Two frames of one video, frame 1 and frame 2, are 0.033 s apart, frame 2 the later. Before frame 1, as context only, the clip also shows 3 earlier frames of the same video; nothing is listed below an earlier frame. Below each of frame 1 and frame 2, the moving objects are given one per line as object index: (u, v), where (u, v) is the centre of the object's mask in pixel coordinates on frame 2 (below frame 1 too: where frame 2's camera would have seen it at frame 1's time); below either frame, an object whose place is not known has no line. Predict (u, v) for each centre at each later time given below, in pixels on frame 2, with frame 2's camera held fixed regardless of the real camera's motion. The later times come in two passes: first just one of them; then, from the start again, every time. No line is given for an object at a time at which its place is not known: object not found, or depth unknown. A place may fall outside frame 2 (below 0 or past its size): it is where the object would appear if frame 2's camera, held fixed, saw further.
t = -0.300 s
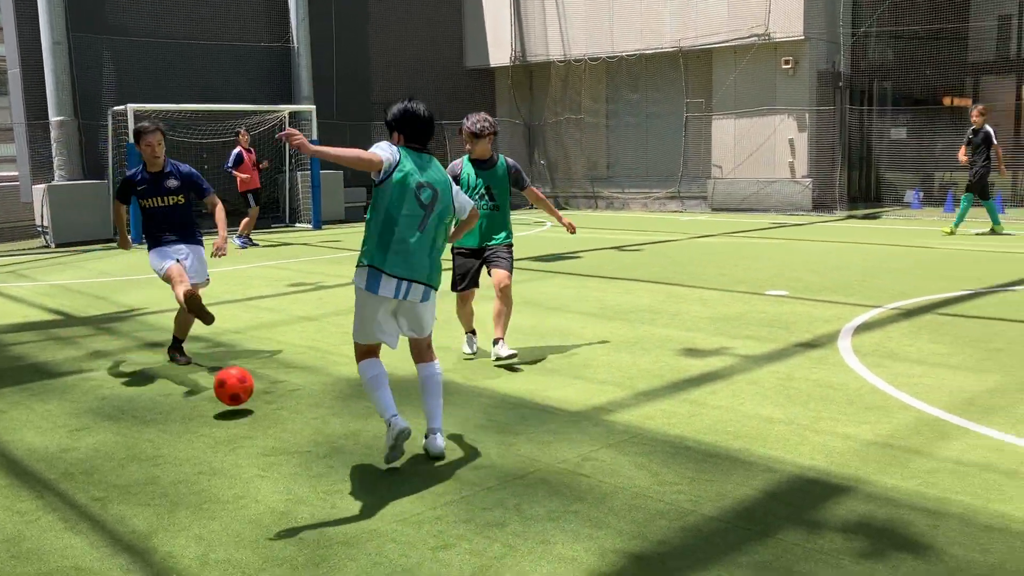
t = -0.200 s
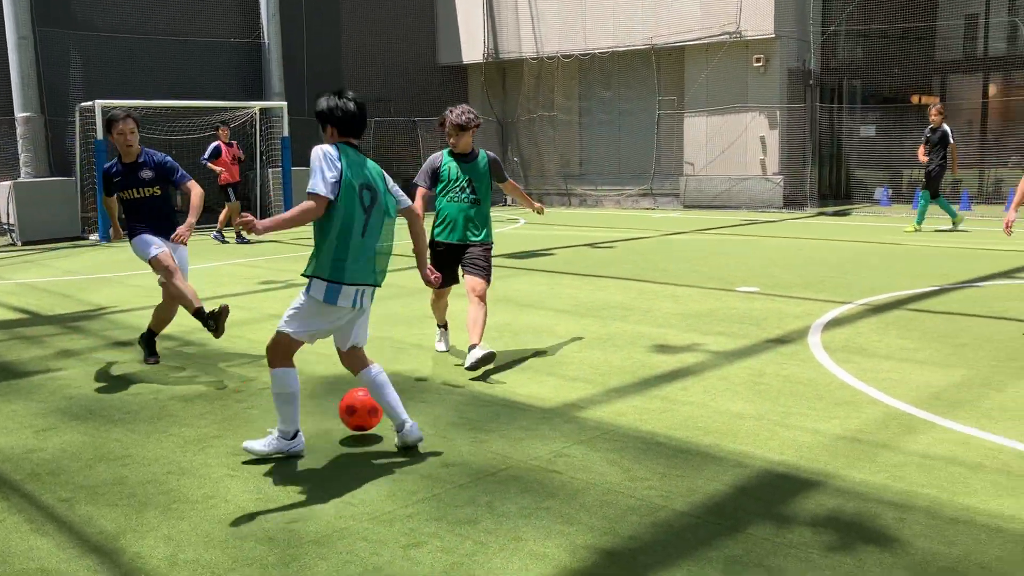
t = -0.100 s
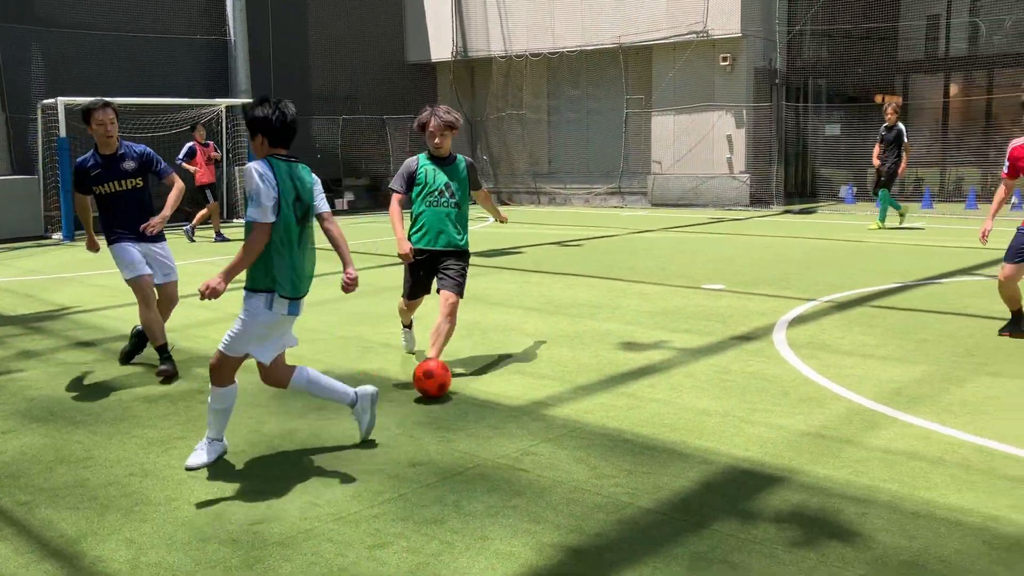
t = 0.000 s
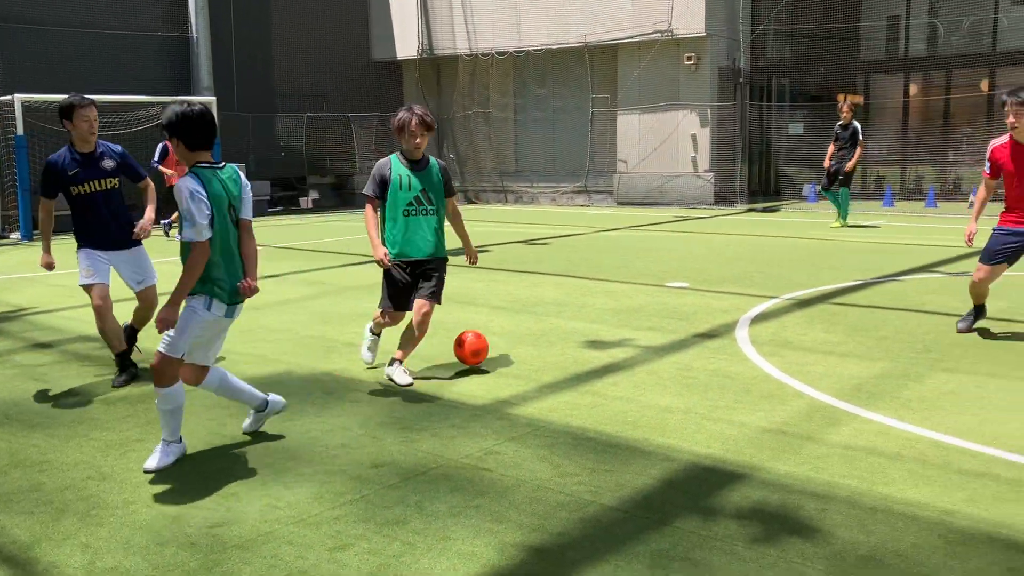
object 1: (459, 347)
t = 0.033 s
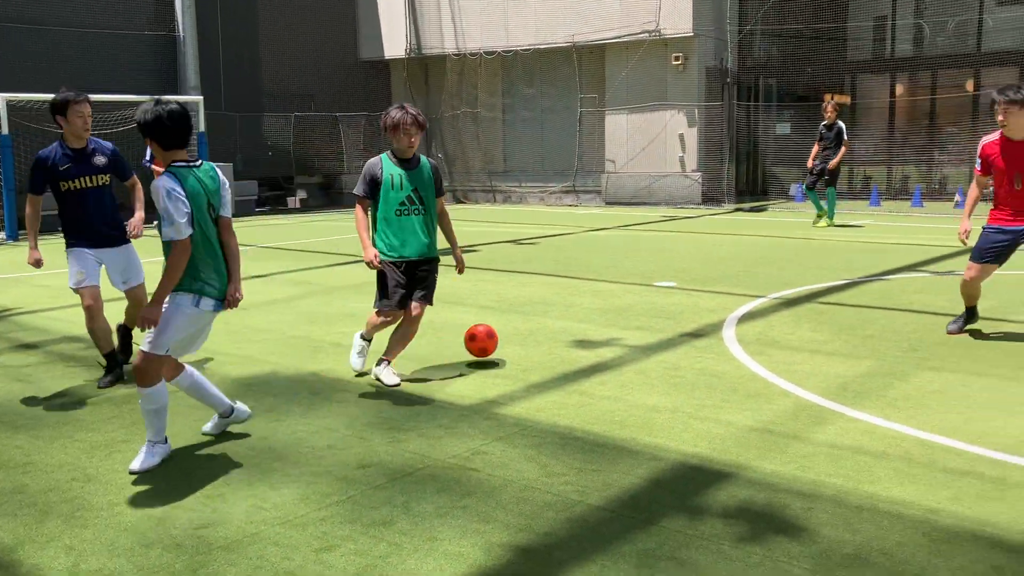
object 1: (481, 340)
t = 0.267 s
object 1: (596, 307)
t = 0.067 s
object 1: (502, 337)
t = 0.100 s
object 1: (522, 335)
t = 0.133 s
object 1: (538, 326)
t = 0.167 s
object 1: (554, 318)
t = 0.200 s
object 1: (568, 313)
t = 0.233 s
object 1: (584, 309)
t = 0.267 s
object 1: (596, 307)
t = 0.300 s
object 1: (611, 307)
